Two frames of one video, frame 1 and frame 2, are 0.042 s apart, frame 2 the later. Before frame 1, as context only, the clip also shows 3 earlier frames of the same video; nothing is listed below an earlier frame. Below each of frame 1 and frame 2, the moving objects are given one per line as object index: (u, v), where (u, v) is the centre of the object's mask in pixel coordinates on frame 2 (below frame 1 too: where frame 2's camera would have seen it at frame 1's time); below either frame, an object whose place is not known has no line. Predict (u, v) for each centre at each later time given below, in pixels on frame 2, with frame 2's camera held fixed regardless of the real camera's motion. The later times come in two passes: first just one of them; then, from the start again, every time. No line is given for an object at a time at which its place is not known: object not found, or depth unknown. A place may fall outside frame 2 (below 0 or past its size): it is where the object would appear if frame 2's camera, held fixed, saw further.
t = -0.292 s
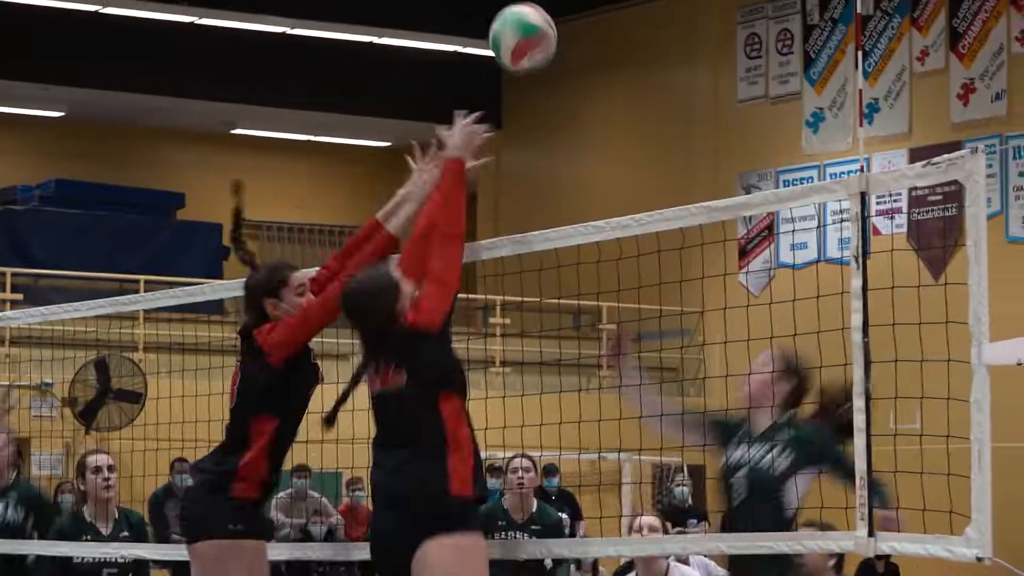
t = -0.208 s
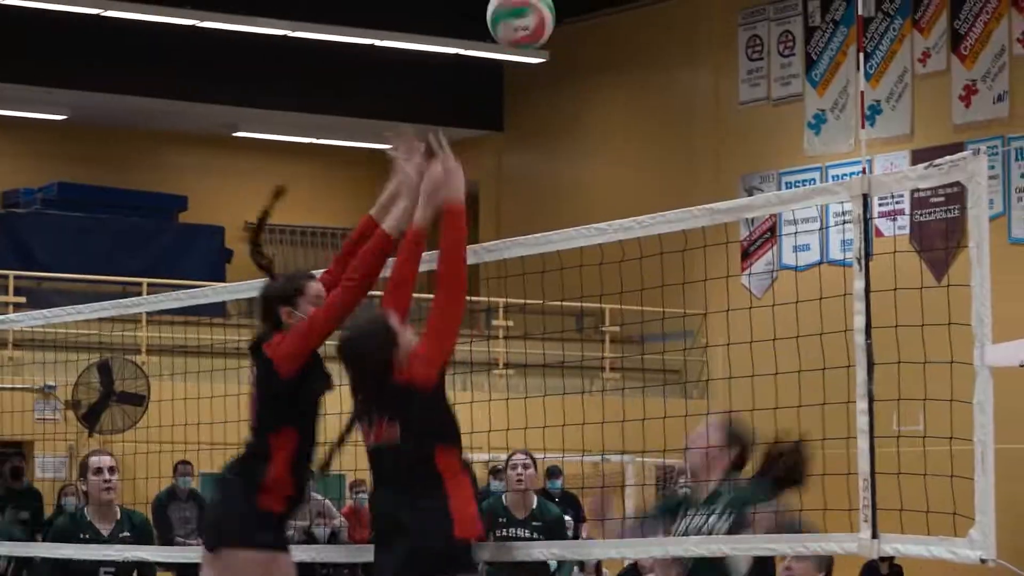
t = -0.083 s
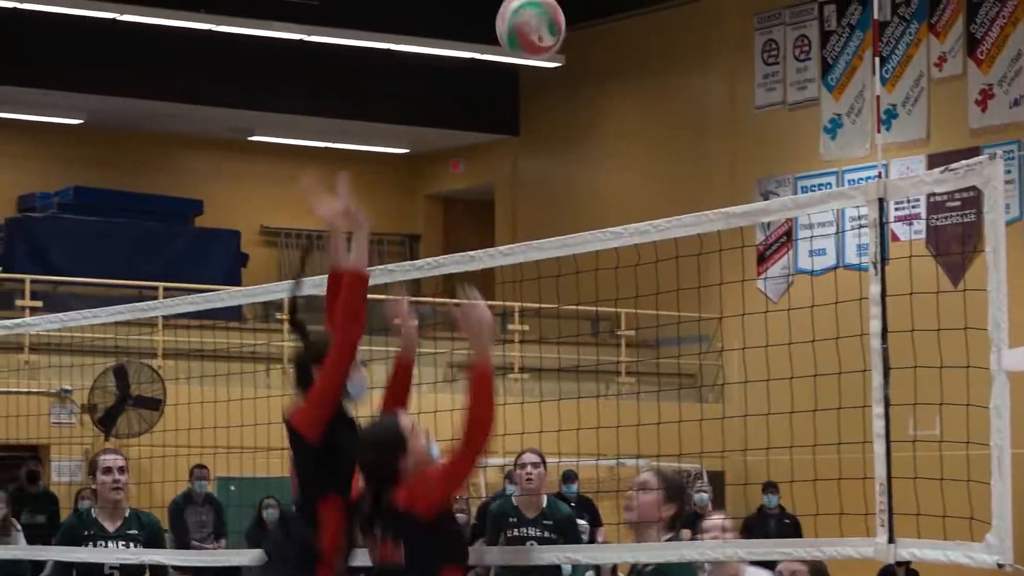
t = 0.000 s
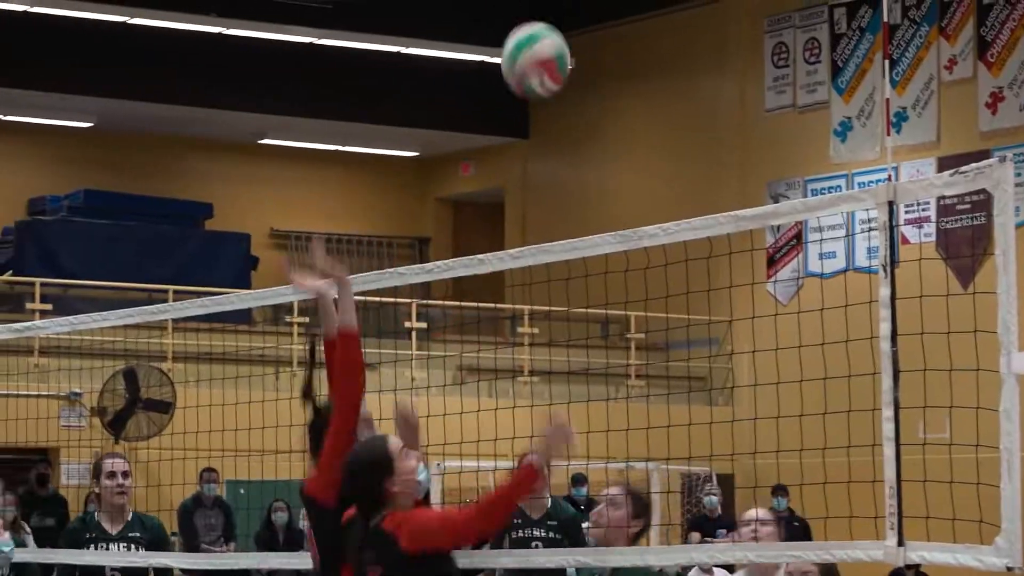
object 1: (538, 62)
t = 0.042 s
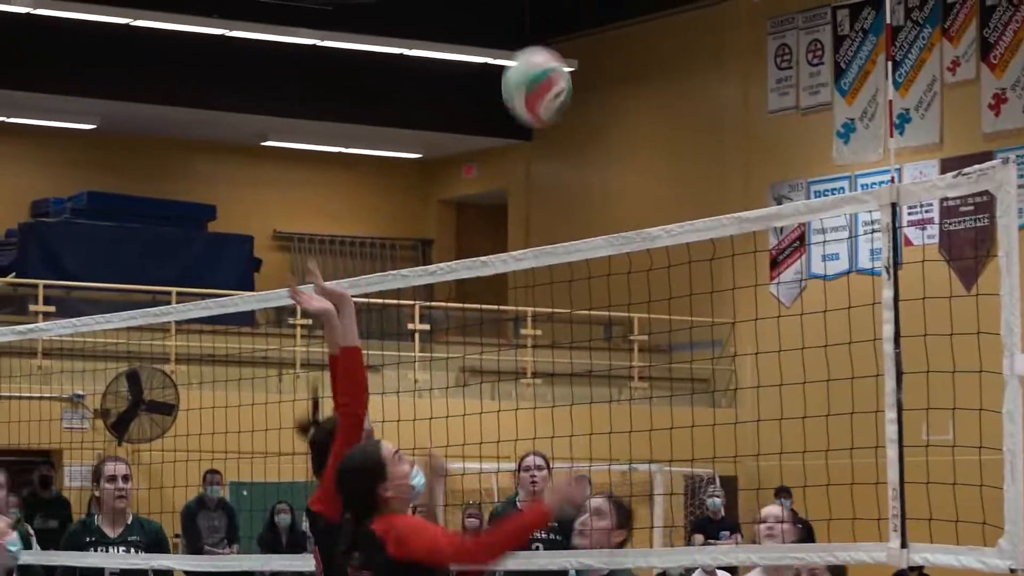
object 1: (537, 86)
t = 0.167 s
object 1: (530, 194)
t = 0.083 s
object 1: (535, 116)
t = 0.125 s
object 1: (531, 149)
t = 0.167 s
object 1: (530, 194)
